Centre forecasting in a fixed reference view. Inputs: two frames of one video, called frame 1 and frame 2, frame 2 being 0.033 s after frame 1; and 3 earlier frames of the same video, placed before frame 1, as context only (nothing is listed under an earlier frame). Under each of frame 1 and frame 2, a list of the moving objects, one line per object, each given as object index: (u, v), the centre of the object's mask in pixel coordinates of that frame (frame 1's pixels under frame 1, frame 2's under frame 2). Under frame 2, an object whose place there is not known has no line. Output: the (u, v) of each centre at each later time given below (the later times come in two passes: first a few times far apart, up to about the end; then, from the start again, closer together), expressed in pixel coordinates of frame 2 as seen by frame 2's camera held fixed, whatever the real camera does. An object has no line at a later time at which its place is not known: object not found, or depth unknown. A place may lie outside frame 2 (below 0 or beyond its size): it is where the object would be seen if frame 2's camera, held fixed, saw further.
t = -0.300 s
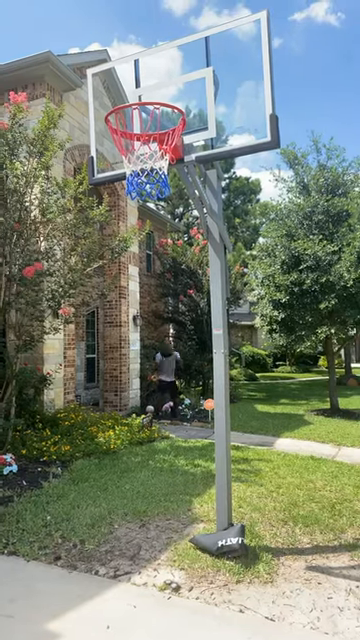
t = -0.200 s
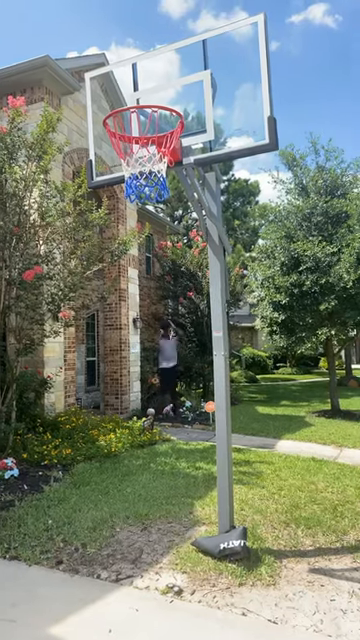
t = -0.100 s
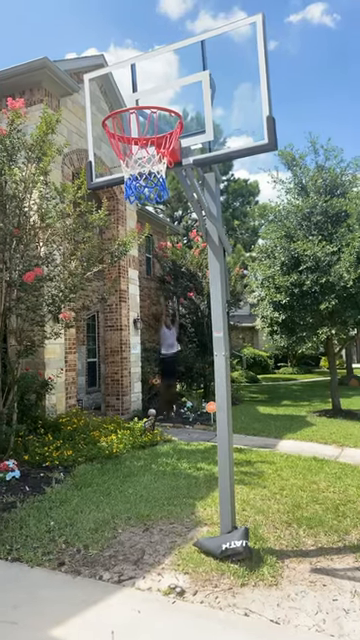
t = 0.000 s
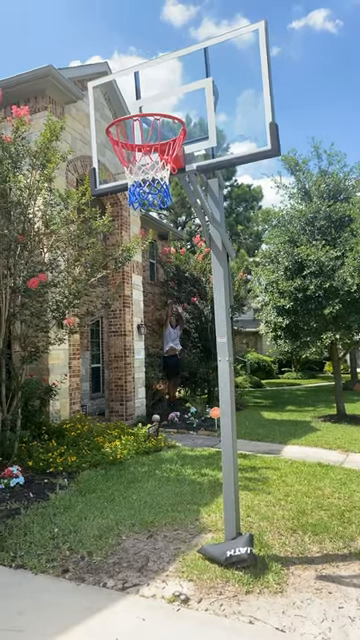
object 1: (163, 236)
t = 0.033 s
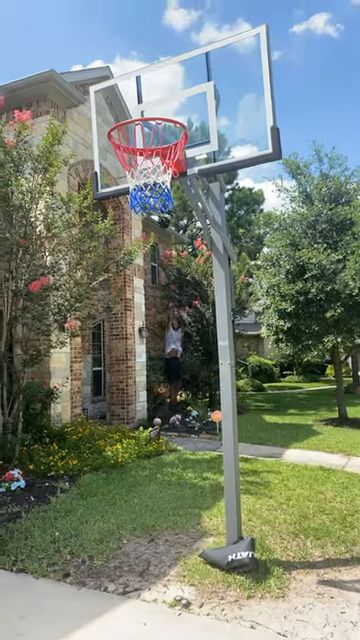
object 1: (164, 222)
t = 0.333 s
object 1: (156, 87)
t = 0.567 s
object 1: (151, 2)
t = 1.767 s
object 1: (132, 74)
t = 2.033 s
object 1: (212, 290)
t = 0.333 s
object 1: (156, 87)
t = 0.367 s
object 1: (156, 75)
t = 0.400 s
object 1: (155, 59)
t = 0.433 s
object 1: (154, 49)
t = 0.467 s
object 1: (154, 37)
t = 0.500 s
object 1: (153, 26)
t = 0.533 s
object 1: (152, 14)
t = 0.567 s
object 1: (151, 2)
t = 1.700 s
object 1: (133, 19)
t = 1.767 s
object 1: (132, 74)
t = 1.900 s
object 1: (173, 204)
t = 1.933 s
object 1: (183, 226)
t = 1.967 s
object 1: (194, 246)
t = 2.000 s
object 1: (204, 268)
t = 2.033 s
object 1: (212, 290)
